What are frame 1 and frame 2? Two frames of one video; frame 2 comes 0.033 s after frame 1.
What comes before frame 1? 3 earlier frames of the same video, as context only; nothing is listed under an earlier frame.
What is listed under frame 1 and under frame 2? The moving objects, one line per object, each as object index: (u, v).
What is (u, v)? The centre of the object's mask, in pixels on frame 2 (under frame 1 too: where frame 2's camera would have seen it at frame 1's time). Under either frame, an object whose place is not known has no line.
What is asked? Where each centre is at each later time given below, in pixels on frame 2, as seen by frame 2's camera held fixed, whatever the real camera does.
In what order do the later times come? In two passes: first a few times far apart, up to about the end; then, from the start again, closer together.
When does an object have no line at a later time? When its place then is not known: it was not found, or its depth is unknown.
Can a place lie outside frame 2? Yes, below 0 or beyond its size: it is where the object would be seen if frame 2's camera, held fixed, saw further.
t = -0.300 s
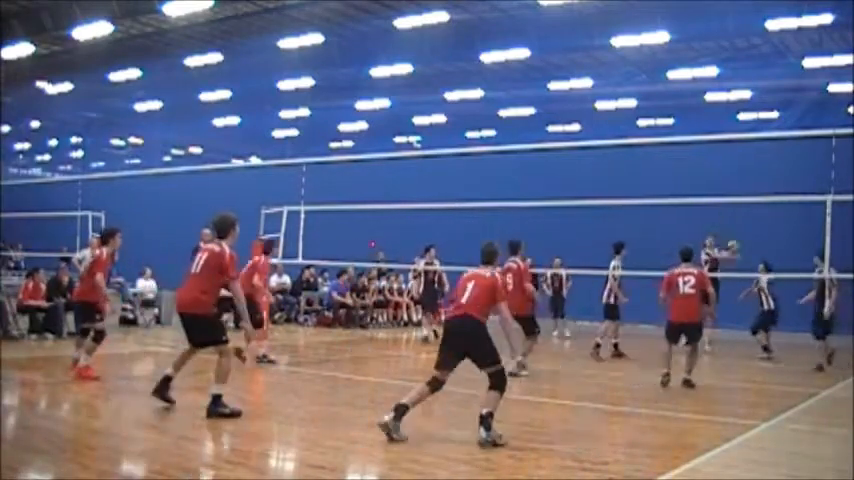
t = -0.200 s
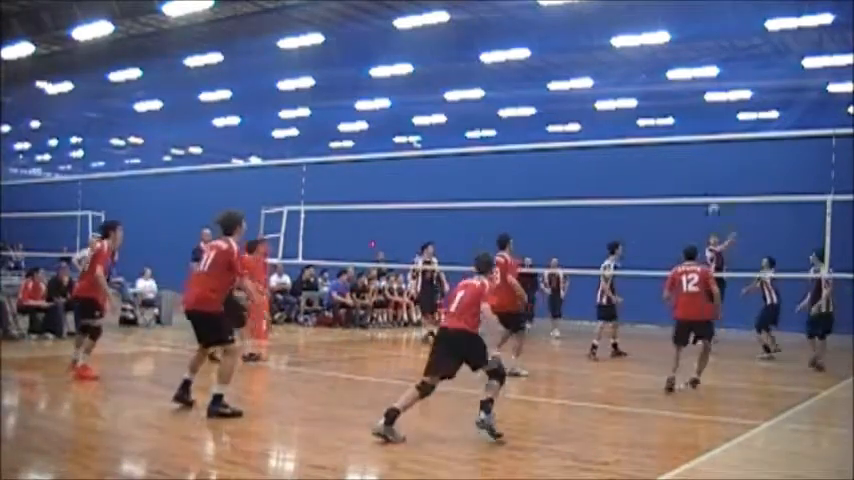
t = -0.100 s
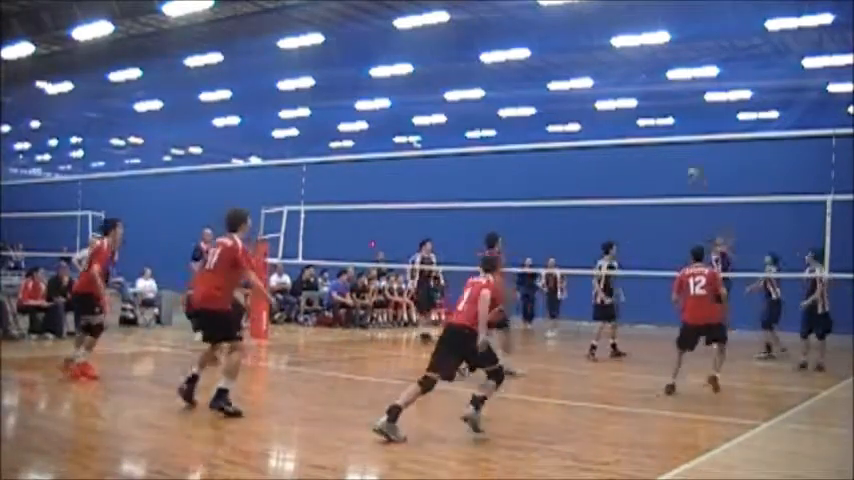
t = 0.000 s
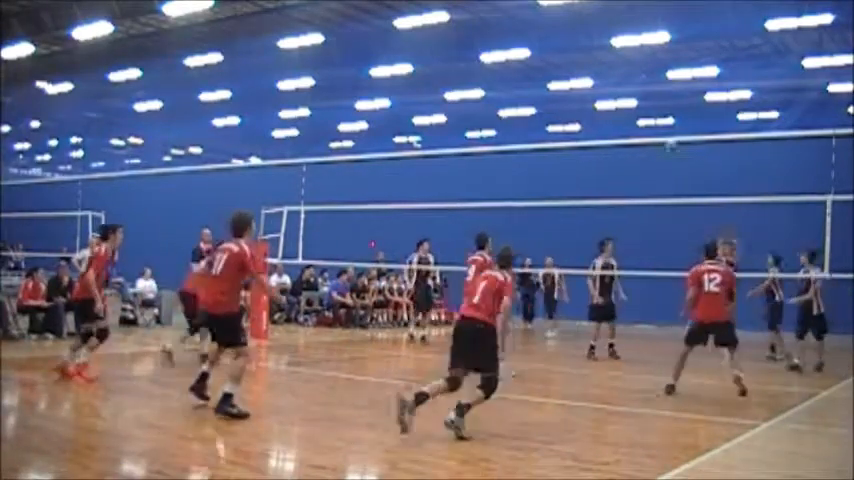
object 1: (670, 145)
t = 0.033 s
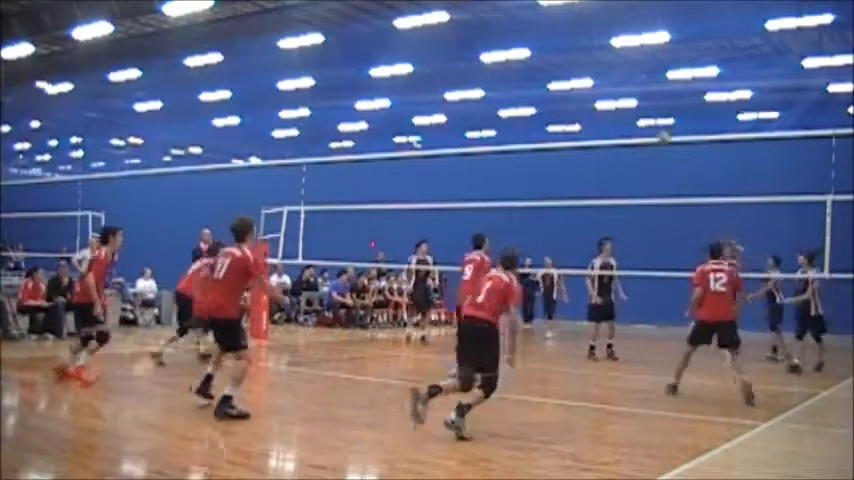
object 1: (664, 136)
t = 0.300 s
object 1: (599, 88)
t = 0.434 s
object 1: (566, 83)
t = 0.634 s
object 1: (514, 90)
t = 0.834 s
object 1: (456, 130)
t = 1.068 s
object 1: (387, 216)
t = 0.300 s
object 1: (599, 88)
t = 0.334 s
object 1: (595, 87)
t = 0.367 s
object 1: (583, 84)
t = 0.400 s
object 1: (574, 84)
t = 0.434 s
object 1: (566, 83)
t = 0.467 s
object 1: (558, 82)
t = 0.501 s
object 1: (549, 82)
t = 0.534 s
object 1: (540, 83)
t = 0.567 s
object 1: (531, 85)
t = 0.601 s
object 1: (522, 88)
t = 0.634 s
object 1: (514, 90)
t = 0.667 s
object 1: (504, 95)
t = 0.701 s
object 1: (495, 102)
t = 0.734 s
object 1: (486, 106)
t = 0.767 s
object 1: (476, 113)
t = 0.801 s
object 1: (467, 120)
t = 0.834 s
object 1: (456, 130)
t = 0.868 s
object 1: (449, 136)
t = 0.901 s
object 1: (438, 151)
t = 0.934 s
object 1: (426, 160)
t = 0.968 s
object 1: (417, 171)
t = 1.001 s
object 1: (407, 186)
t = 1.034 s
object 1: (397, 200)
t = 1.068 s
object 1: (387, 216)
